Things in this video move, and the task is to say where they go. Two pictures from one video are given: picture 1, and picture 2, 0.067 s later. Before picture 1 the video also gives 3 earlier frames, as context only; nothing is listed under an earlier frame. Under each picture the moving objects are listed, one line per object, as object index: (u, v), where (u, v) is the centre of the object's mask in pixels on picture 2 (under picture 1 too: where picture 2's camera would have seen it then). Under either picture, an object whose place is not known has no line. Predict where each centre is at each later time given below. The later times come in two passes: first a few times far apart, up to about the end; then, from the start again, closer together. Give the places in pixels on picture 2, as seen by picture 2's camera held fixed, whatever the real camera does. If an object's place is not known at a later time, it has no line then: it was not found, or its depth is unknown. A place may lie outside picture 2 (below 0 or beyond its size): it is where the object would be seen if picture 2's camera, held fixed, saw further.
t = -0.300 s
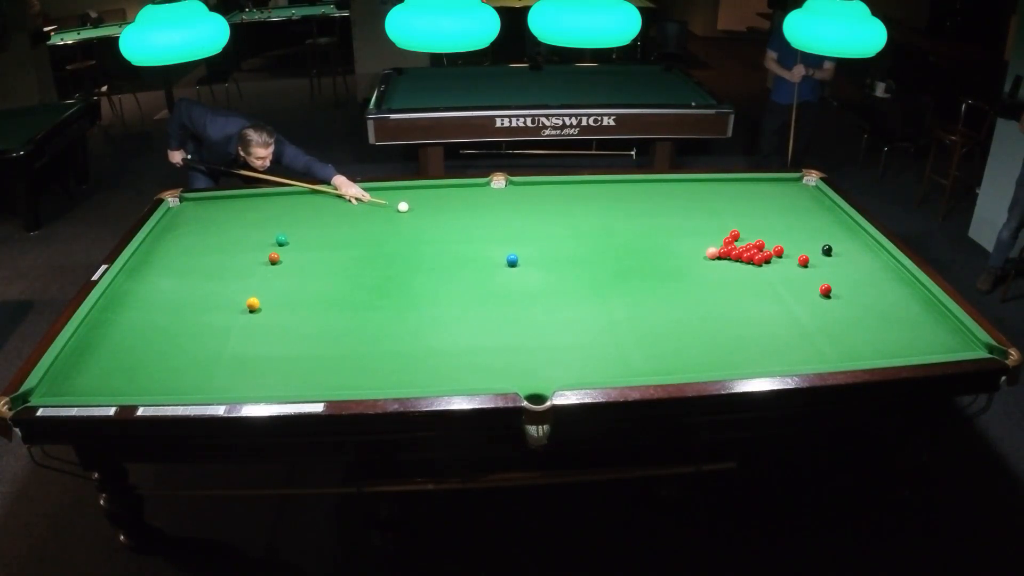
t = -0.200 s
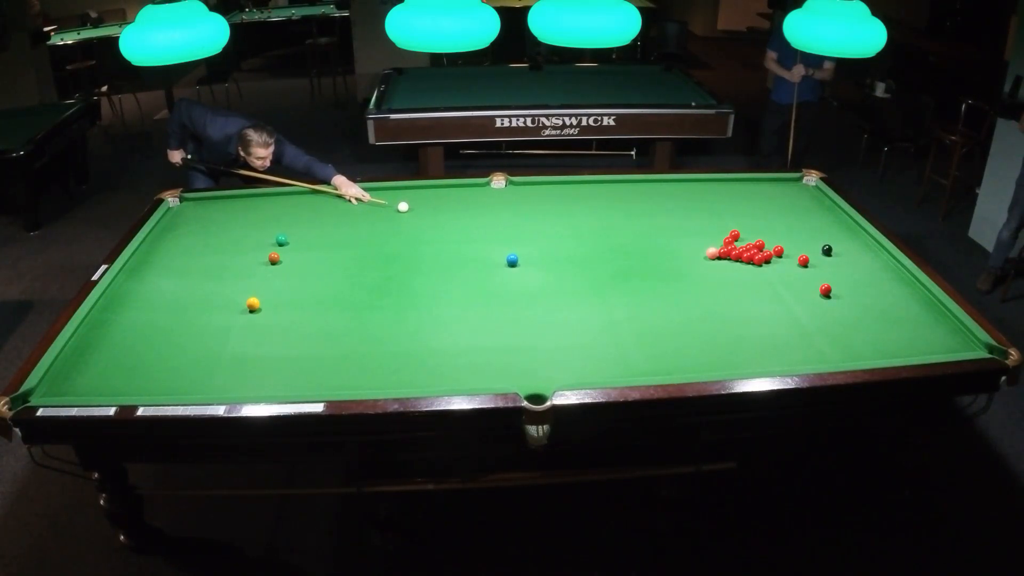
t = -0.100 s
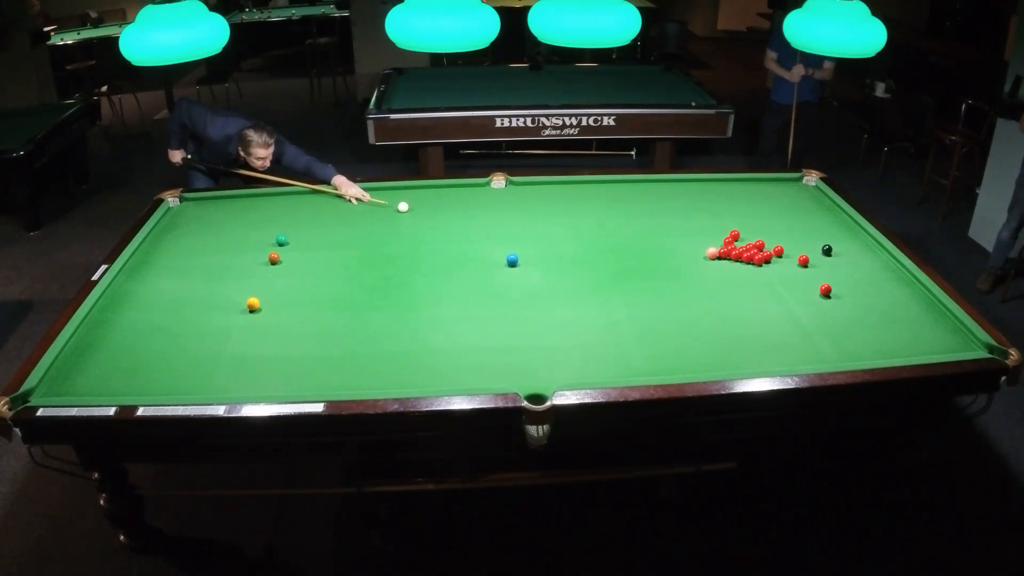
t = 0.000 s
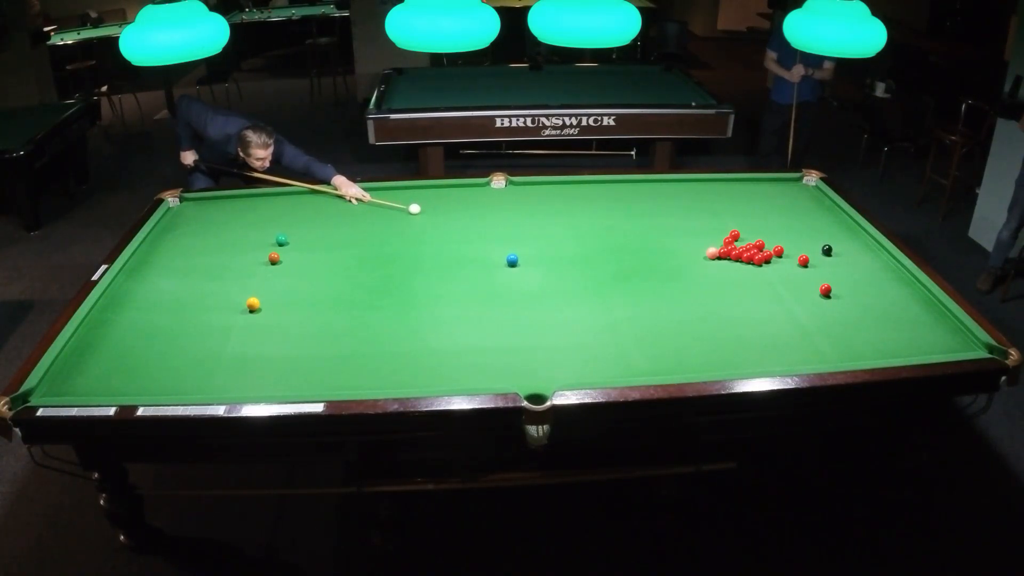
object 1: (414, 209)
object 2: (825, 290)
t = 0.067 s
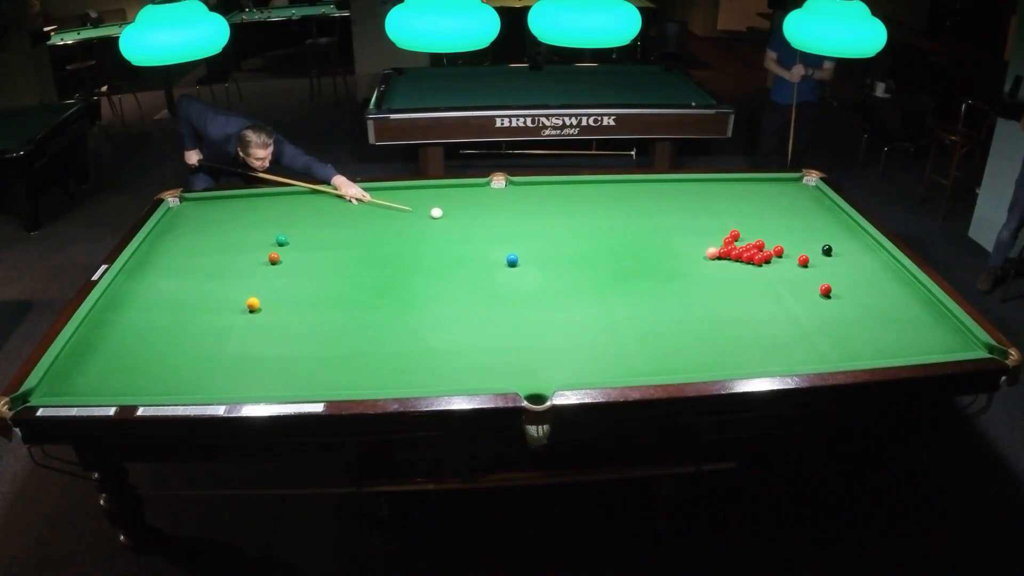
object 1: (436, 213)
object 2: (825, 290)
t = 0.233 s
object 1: (487, 222)
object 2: (825, 290)
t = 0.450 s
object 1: (556, 235)
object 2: (825, 290)
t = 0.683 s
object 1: (635, 250)
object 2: (825, 290)
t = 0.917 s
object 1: (715, 266)
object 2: (825, 290)
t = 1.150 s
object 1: (798, 282)
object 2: (825, 290)
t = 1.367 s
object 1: (826, 284)
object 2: (869, 303)
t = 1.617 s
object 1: (849, 284)
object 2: (923, 319)
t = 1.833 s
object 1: (868, 283)
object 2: (968, 334)
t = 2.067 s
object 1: (886, 283)
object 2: (956, 347)
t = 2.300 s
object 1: (904, 283)
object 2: (933, 348)
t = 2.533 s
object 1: (917, 283)
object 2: (906, 341)
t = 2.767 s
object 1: (906, 283)
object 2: (881, 334)
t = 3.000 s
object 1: (897, 284)
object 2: (857, 328)
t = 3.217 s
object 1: (889, 285)
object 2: (835, 323)
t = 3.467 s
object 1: (881, 285)
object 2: (813, 317)
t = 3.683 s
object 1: (875, 285)
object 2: (794, 313)
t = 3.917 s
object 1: (870, 284)
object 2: (776, 308)
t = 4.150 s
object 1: (865, 284)
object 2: (758, 304)
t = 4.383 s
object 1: (862, 284)
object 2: (743, 300)
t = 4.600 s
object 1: (860, 283)
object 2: (729, 297)
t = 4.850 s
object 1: (860, 283)
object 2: (714, 293)
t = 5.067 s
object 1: (860, 283)
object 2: (703, 290)
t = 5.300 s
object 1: (860, 283)
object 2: (692, 288)
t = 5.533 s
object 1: (860, 283)
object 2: (682, 286)
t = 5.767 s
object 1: (860, 283)
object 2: (674, 284)
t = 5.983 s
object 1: (860, 283)
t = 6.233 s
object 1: (860, 283)
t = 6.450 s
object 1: (860, 283)
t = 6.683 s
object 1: (860, 283)
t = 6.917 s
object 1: (860, 283)
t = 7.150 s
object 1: (860, 283)
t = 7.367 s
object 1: (860, 283)
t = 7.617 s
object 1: (860, 283)
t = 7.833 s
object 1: (860, 284)
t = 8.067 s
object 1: (860, 284)
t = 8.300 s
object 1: (860, 284)
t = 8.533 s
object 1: (860, 284)
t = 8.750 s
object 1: (860, 284)
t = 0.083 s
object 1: (441, 214)
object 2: (825, 290)
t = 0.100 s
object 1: (446, 215)
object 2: (825, 290)
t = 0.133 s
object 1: (457, 216)
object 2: (825, 290)
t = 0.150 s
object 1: (462, 217)
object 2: (825, 290)
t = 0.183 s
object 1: (472, 219)
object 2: (825, 290)
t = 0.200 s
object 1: (477, 220)
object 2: (825, 290)
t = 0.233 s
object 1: (487, 222)
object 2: (825, 290)
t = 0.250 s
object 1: (492, 223)
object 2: (825, 290)
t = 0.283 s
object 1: (503, 225)
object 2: (825, 290)
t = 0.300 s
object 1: (508, 226)
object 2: (825, 290)
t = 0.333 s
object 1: (519, 228)
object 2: (825, 290)
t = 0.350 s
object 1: (524, 229)
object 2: (825, 290)
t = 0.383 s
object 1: (535, 231)
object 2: (825, 290)
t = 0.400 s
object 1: (540, 232)
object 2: (825, 290)
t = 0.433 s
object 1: (551, 234)
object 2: (825, 290)
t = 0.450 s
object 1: (556, 235)
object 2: (825, 290)
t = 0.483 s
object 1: (567, 237)
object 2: (825, 290)
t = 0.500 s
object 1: (573, 238)
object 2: (825, 290)
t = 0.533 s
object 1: (584, 240)
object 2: (825, 290)
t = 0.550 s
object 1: (589, 241)
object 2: (825, 290)
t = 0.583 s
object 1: (600, 243)
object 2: (825, 290)
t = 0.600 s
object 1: (606, 244)
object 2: (825, 290)
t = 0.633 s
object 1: (617, 247)
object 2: (825, 290)
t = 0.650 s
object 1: (623, 248)
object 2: (825, 290)
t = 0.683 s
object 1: (635, 250)
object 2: (825, 290)
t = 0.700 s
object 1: (640, 251)
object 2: (825, 290)
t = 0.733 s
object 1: (652, 253)
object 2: (825, 290)
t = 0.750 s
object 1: (658, 254)
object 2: (825, 290)
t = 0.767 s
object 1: (663, 255)
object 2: (825, 290)
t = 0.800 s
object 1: (675, 258)
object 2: (825, 290)
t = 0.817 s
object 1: (681, 259)
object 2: (825, 290)
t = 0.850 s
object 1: (692, 261)
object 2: (825, 290)
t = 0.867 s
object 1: (698, 262)
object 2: (825, 290)
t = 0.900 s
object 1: (709, 264)
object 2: (825, 290)
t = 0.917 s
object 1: (715, 266)
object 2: (825, 290)
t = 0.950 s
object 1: (727, 268)
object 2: (825, 290)
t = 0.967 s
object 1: (733, 269)
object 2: (825, 290)
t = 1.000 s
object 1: (744, 272)
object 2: (825, 290)
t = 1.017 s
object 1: (750, 273)
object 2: (825, 290)
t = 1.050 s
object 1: (762, 275)
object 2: (825, 290)
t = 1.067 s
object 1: (768, 276)
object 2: (825, 290)
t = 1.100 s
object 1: (780, 278)
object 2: (825, 290)
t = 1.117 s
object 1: (786, 280)
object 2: (825, 290)
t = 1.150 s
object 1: (798, 282)
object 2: (825, 290)
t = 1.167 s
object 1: (803, 283)
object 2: (825, 290)
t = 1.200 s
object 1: (813, 285)
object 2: (826, 290)
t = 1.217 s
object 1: (814, 285)
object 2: (831, 292)
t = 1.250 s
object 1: (815, 284)
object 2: (841, 295)
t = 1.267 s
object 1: (816, 284)
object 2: (846, 296)
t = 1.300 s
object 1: (819, 284)
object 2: (854, 299)
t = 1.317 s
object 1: (821, 284)
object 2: (858, 299)
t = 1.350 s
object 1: (824, 284)
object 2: (865, 302)
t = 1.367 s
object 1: (826, 284)
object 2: (869, 303)
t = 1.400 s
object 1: (829, 284)
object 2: (876, 305)
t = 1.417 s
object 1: (831, 284)
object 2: (880, 306)
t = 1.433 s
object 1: (832, 284)
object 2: (883, 307)
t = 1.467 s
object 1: (835, 284)
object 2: (891, 310)
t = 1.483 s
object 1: (837, 284)
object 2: (894, 311)
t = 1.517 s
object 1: (840, 284)
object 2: (902, 313)
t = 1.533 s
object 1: (841, 284)
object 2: (905, 314)
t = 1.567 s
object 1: (844, 284)
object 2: (912, 316)
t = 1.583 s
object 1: (846, 284)
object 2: (916, 317)
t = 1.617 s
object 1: (849, 284)
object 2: (923, 319)
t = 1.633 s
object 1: (850, 283)
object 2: (927, 321)
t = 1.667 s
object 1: (853, 283)
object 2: (934, 323)
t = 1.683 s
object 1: (855, 283)
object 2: (938, 324)
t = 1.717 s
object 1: (858, 283)
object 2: (945, 326)
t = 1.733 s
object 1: (859, 283)
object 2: (948, 328)
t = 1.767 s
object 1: (862, 283)
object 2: (955, 330)
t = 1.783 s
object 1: (864, 283)
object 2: (959, 331)
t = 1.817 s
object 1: (866, 283)
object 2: (966, 333)
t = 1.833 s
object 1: (868, 283)
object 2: (968, 334)
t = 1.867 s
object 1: (871, 283)
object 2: (967, 336)
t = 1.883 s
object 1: (872, 283)
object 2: (966, 337)
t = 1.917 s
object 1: (874, 283)
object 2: (964, 339)
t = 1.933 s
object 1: (876, 283)
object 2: (963, 340)
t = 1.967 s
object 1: (879, 283)
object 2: (961, 342)
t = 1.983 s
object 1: (880, 283)
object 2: (960, 343)
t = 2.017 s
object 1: (882, 283)
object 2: (959, 344)
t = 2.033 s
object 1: (884, 283)
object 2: (958, 345)
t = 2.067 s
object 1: (886, 283)
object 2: (956, 347)
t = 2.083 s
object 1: (888, 283)
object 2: (955, 347)
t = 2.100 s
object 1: (889, 283)
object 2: (954, 348)
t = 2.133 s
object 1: (891, 283)
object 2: (953, 349)
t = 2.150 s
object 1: (893, 283)
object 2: (951, 350)
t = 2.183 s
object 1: (895, 283)
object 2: (947, 349)
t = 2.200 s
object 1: (896, 283)
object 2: (945, 349)
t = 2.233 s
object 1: (899, 283)
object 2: (941, 349)
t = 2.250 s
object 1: (900, 283)
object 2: (939, 348)
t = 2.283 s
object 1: (902, 283)
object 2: (935, 348)
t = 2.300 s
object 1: (904, 283)
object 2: (933, 348)
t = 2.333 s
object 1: (906, 283)
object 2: (929, 347)
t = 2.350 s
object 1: (907, 283)
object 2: (927, 346)
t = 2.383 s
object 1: (909, 283)
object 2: (924, 346)
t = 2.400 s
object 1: (910, 283)
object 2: (922, 345)
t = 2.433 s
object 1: (913, 283)
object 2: (918, 344)
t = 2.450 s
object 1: (914, 283)
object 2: (916, 343)
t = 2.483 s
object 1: (916, 283)
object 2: (912, 342)
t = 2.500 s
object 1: (917, 283)
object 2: (910, 342)
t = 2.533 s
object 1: (917, 283)
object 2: (906, 341)
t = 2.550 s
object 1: (916, 283)
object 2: (904, 340)
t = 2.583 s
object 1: (914, 283)
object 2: (901, 339)
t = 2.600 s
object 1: (914, 283)
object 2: (899, 339)
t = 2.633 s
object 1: (912, 283)
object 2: (895, 338)
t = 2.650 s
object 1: (911, 283)
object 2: (893, 337)
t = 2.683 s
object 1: (910, 283)
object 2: (890, 337)
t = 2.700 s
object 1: (909, 283)
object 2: (888, 336)
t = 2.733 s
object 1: (908, 283)
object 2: (884, 335)
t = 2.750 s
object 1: (907, 284)
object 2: (883, 335)
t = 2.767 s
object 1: (906, 283)
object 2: (881, 334)
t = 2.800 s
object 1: (905, 283)
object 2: (877, 333)
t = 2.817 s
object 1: (904, 284)
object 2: (875, 333)
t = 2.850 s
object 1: (903, 284)
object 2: (872, 332)
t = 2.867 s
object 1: (902, 284)
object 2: (870, 332)
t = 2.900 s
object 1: (901, 284)
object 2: (867, 331)
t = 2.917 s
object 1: (900, 284)
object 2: (865, 330)
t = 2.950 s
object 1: (899, 284)
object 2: (862, 329)
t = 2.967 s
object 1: (898, 284)
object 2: (860, 329)
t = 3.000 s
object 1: (897, 284)
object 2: (857, 328)
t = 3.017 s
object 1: (896, 284)
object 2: (855, 328)
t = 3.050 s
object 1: (895, 284)
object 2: (852, 327)
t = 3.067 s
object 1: (894, 284)
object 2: (850, 327)
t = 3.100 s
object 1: (893, 284)
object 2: (847, 326)
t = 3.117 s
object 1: (893, 284)
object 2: (845, 325)
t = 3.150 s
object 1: (892, 284)
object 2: (842, 325)
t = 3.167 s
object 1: (891, 284)
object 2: (840, 325)
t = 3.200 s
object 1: (890, 284)
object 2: (837, 323)
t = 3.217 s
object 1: (889, 285)
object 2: (835, 323)
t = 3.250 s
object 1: (888, 285)
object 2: (832, 322)
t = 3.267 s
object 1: (888, 285)
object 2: (831, 322)
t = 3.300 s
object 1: (886, 285)
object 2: (828, 321)
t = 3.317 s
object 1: (886, 285)
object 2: (826, 321)
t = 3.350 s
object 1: (885, 285)
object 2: (823, 320)
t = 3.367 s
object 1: (884, 285)
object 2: (822, 320)
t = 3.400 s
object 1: (883, 284)
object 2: (818, 319)
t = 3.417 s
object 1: (883, 284)
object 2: (817, 318)
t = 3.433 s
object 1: (882, 284)
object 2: (816, 318)
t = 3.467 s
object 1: (881, 285)
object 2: (813, 317)
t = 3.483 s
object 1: (881, 285)
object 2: (811, 317)
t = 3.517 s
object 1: (880, 285)
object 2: (808, 316)
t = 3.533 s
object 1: (879, 285)
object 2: (807, 316)
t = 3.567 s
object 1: (878, 285)
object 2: (804, 315)
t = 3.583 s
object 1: (878, 285)
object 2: (803, 315)
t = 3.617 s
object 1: (877, 285)
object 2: (800, 314)
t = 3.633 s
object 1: (876, 284)
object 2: (799, 314)
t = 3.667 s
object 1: (875, 285)
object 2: (796, 313)
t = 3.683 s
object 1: (875, 285)
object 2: (794, 313)
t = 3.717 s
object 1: (874, 285)
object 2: (792, 312)
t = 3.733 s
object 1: (874, 285)
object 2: (790, 312)
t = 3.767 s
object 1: (873, 285)
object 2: (788, 311)
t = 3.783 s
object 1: (873, 285)
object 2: (786, 311)
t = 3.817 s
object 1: (872, 285)
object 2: (784, 310)
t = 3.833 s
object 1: (871, 285)
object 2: (782, 310)
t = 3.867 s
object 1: (871, 285)
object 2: (780, 309)
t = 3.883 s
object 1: (871, 284)
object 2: (778, 309)
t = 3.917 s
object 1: (870, 284)
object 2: (776, 308)
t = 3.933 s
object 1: (869, 285)
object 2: (775, 308)
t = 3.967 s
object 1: (869, 284)
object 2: (772, 307)
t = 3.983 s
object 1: (868, 284)
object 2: (771, 307)
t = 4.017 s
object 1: (868, 284)
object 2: (768, 306)
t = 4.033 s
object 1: (867, 284)
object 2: (767, 306)
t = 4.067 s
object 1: (867, 284)
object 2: (765, 305)
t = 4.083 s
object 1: (866, 284)
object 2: (763, 305)
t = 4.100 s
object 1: (866, 284)
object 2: (762, 305)
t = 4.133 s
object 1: (866, 284)
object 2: (760, 304)
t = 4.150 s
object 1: (865, 284)
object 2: (758, 304)
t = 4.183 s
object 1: (865, 284)
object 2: (756, 303)
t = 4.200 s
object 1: (865, 284)
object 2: (755, 303)
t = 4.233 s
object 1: (864, 284)
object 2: (753, 303)
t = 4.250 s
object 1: (864, 284)
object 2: (752, 302)
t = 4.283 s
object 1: (864, 284)
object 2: (749, 302)
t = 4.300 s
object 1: (863, 284)
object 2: (748, 301)
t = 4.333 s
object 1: (863, 284)
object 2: (746, 301)
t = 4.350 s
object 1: (863, 284)
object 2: (745, 300)
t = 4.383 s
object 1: (862, 284)
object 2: (743, 300)
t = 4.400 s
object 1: (862, 284)
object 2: (741, 300)
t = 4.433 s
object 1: (862, 284)
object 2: (739, 299)
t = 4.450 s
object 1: (862, 284)
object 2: (738, 299)
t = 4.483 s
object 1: (861, 284)
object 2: (736, 299)
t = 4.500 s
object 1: (861, 284)
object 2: (735, 298)
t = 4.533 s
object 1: (861, 284)
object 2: (733, 298)
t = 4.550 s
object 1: (861, 283)
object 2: (732, 297)
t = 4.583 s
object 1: (861, 283)
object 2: (730, 297)
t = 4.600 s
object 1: (860, 283)
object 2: (729, 297)
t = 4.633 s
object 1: (860, 283)
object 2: (727, 296)
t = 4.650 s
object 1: (860, 283)
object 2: (726, 296)
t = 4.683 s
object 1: (860, 283)
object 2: (724, 295)
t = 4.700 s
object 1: (860, 283)
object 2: (723, 295)
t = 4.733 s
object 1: (860, 283)
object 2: (721, 295)
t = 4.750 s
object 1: (860, 283)
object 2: (720, 295)
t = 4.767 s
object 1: (860, 283)
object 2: (719, 294)
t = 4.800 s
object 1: (860, 283)
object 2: (717, 294)
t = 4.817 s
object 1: (860, 283)
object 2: (716, 294)
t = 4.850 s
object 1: (860, 283)
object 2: (714, 293)
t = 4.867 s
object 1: (860, 283)
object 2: (713, 293)
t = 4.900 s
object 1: (860, 283)
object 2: (712, 292)
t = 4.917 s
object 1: (860, 283)
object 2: (711, 292)
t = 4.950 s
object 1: (860, 283)
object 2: (709, 292)
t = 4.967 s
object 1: (860, 283)
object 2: (708, 291)
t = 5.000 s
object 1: (860, 283)
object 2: (706, 291)
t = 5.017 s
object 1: (860, 283)
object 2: (706, 291)
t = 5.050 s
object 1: (860, 283)
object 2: (704, 290)
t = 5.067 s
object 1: (860, 283)
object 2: (703, 290)
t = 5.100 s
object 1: (860, 283)
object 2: (701, 290)
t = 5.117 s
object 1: (860, 283)
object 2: (701, 290)
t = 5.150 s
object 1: (860, 283)
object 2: (699, 290)
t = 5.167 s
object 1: (860, 283)
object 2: (698, 289)
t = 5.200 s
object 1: (860, 283)
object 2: (696, 289)
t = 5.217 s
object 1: (860, 283)
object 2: (696, 289)
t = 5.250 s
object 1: (860, 283)
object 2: (694, 288)
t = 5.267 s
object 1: (860, 283)
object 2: (694, 288)
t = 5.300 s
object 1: (860, 283)
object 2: (692, 288)
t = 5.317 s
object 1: (860, 283)
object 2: (691, 288)
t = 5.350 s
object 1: (860, 283)
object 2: (690, 287)
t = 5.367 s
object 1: (860, 283)
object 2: (689, 287)
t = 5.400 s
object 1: (860, 283)
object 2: (688, 287)
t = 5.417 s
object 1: (860, 283)
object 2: (687, 287)
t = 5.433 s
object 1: (860, 283)
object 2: (686, 286)
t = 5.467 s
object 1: (860, 283)
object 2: (685, 286)
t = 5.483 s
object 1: (860, 283)
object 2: (684, 286)
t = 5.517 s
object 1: (860, 283)
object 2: (683, 285)
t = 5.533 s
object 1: (860, 283)
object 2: (682, 286)
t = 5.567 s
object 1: (860, 283)
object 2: (681, 285)
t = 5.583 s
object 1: (860, 283)
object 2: (680, 285)
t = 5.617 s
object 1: (860, 283)
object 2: (679, 285)
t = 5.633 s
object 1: (860, 283)
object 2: (678, 285)
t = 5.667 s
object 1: (860, 283)
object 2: (677, 285)
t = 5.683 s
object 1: (860, 283)
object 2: (677, 285)
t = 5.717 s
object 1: (860, 283)
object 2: (675, 284)
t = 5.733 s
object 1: (860, 283)
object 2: (675, 284)
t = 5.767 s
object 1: (860, 283)
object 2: (674, 284)
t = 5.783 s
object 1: (860, 283)
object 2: (673, 284)
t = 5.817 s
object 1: (860, 283)
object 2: (672, 283)
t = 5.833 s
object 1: (860, 283)
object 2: (672, 283)
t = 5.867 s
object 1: (860, 283)
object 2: (671, 283)
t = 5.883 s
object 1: (860, 283)
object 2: (670, 283)
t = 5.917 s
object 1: (860, 283)
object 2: (669, 283)
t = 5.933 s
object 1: (860, 283)
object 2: (669, 283)
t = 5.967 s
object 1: (860, 283)
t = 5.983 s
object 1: (860, 283)
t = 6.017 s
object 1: (860, 283)
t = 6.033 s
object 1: (860, 283)
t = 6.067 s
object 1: (860, 283)
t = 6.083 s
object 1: (860, 283)
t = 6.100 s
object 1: (860, 283)
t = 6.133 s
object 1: (860, 283)
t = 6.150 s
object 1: (860, 283)
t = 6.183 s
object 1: (860, 283)
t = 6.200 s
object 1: (860, 283)
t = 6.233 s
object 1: (860, 283)
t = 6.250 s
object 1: (860, 283)
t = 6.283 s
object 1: (860, 283)
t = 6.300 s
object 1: (860, 283)
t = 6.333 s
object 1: (860, 283)
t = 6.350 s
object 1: (860, 283)
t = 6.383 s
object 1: (860, 283)
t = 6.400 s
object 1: (860, 283)
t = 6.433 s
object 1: (860, 283)
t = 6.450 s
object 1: (860, 283)
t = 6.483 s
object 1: (860, 283)
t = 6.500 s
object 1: (860, 283)
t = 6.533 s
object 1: (860, 283)
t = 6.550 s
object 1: (860, 283)
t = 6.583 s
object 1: (860, 283)
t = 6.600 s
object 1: (860, 283)
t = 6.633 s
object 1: (860, 283)
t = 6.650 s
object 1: (860, 283)
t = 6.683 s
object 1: (860, 283)
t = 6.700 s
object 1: (860, 283)
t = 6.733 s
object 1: (860, 283)
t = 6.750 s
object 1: (860, 283)
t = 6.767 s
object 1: (860, 283)
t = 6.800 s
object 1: (860, 283)
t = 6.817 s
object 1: (860, 283)
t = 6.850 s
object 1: (860, 283)
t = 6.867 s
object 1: (860, 283)
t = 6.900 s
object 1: (860, 283)
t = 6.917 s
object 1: (860, 283)
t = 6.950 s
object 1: (860, 283)
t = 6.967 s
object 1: (860, 283)
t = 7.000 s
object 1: (860, 283)
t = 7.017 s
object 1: (860, 283)
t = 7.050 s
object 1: (860, 283)
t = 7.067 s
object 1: (860, 283)
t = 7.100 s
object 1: (860, 283)
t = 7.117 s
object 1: (860, 283)
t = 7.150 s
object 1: (860, 283)
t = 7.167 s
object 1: (860, 283)
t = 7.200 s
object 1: (860, 283)
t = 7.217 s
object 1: (860, 283)
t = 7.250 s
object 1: (860, 283)
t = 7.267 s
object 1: (860, 283)
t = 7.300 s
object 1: (860, 283)
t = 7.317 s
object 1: (860, 283)
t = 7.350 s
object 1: (860, 283)
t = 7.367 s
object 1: (860, 283)
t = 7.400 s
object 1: (860, 283)
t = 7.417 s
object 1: (860, 283)
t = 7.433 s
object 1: (860, 283)
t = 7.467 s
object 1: (860, 283)
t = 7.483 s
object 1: (860, 283)
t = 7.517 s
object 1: (860, 283)
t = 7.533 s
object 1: (860, 283)
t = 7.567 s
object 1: (860, 283)
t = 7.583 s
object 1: (860, 283)
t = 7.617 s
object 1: (860, 283)
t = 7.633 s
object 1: (860, 283)
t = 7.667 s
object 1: (860, 283)
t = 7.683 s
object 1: (860, 283)
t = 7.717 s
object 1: (860, 283)
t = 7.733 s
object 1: (860, 283)
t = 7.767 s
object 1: (860, 283)
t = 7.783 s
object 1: (860, 284)
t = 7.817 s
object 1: (860, 284)
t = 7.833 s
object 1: (860, 284)
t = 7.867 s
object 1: (860, 284)
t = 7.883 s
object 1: (860, 284)
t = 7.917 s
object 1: (860, 284)
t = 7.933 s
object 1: (860, 284)
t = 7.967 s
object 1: (860, 284)
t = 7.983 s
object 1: (860, 284)
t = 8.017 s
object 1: (860, 284)
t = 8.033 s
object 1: (860, 284)
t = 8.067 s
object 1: (860, 284)
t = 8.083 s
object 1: (860, 284)
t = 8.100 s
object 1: (860, 284)
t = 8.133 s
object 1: (860, 284)
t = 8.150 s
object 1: (860, 284)
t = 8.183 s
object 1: (860, 284)
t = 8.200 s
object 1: (860, 284)
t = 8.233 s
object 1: (860, 284)
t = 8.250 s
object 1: (860, 284)
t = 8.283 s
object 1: (860, 284)
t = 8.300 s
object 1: (860, 284)
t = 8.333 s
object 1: (860, 284)
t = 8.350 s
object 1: (860, 284)
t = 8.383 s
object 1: (860, 284)
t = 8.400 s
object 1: (860, 284)
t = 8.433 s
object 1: (860, 284)
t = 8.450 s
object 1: (860, 284)
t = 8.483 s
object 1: (860, 284)
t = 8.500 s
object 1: (860, 284)
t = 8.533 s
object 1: (860, 284)
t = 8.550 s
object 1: (860, 284)
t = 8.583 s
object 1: (860, 284)
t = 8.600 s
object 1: (860, 284)
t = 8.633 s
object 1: (860, 284)
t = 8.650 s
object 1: (860, 284)
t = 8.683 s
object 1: (860, 284)
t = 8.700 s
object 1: (860, 284)
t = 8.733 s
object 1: (860, 284)
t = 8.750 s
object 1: (860, 284)
